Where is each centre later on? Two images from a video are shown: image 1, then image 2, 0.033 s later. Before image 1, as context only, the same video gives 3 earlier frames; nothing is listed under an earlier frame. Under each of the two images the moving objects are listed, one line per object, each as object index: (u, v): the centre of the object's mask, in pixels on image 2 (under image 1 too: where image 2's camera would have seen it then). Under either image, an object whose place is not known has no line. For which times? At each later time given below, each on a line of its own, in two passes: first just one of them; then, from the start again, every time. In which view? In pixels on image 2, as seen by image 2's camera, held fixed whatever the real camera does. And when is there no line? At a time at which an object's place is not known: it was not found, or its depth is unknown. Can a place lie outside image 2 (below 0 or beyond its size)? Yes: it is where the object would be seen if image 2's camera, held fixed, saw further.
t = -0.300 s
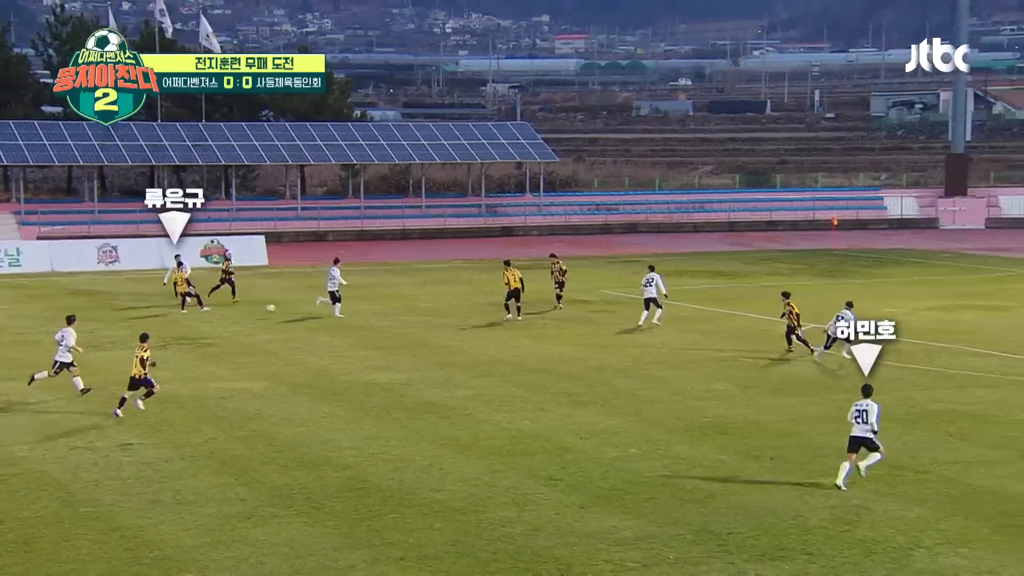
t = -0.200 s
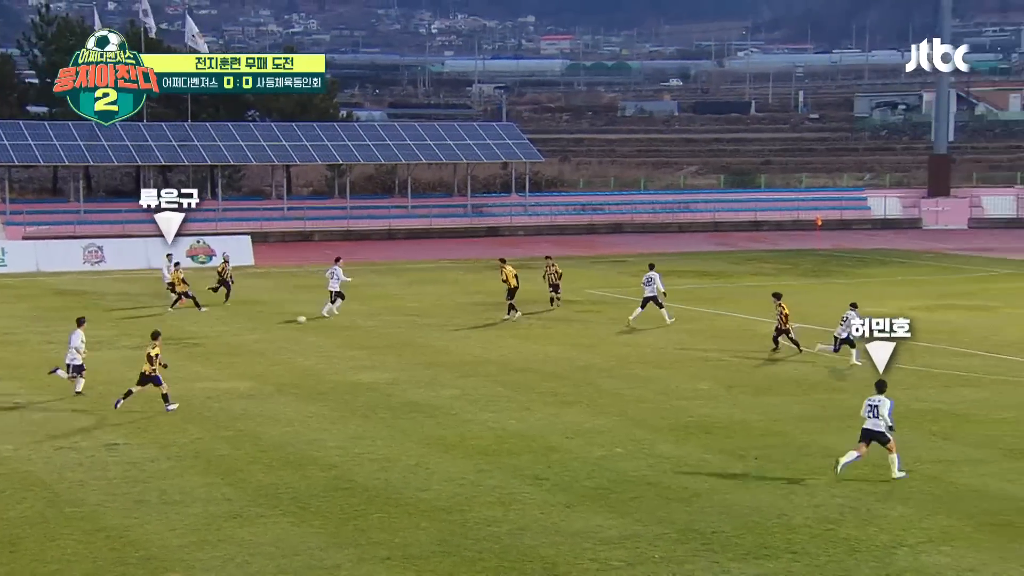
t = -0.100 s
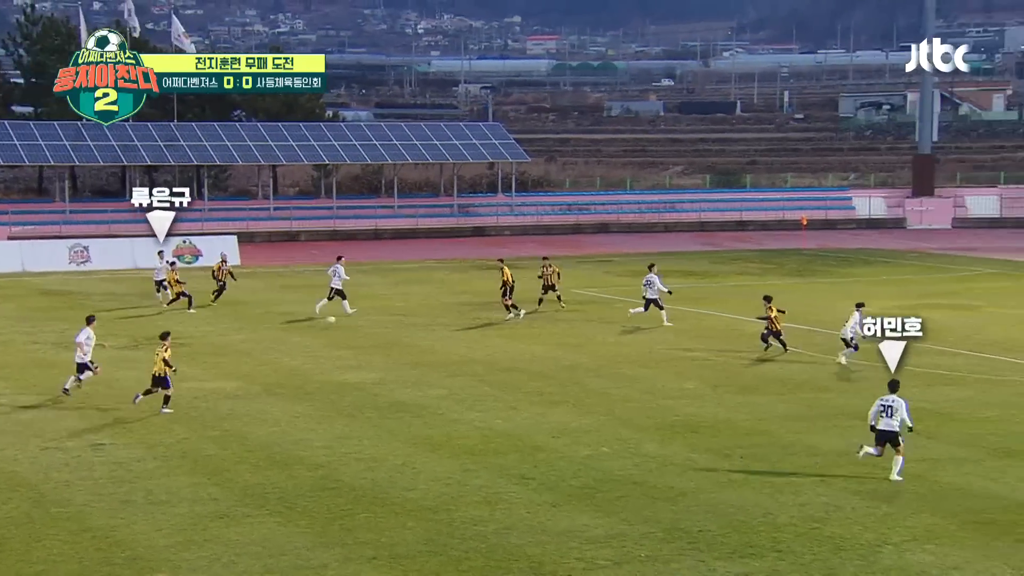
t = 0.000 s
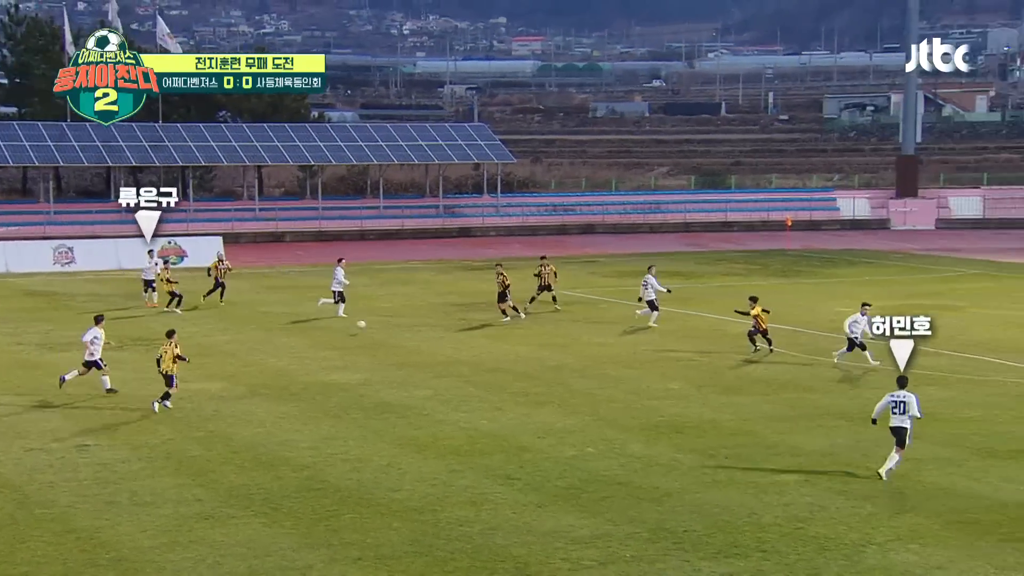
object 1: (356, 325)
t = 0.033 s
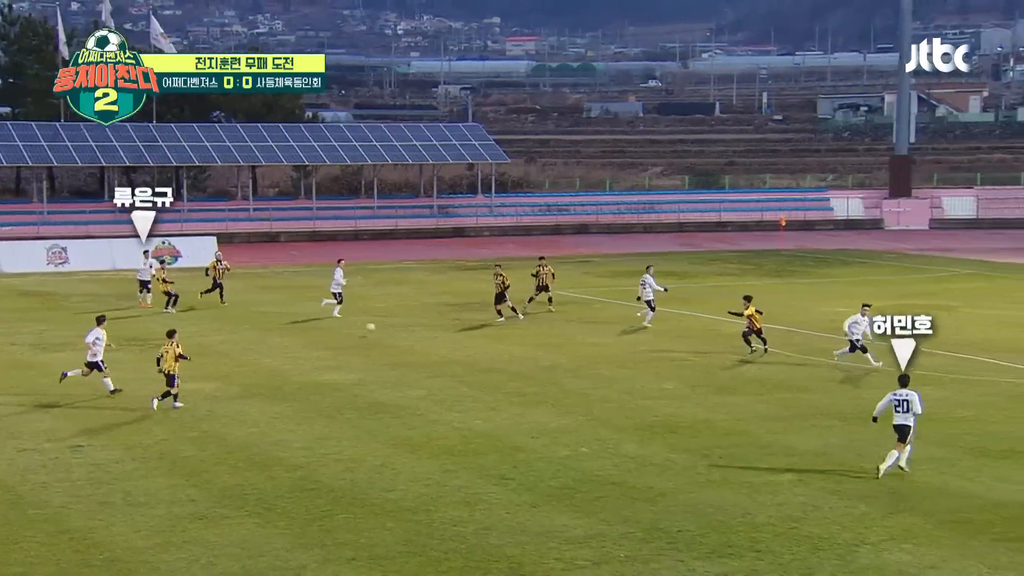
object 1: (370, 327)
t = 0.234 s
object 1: (457, 339)
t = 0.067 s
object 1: (385, 330)
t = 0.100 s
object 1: (399, 334)
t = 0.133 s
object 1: (414, 338)
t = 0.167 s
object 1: (429, 338)
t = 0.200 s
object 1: (443, 338)
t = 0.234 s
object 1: (457, 339)
